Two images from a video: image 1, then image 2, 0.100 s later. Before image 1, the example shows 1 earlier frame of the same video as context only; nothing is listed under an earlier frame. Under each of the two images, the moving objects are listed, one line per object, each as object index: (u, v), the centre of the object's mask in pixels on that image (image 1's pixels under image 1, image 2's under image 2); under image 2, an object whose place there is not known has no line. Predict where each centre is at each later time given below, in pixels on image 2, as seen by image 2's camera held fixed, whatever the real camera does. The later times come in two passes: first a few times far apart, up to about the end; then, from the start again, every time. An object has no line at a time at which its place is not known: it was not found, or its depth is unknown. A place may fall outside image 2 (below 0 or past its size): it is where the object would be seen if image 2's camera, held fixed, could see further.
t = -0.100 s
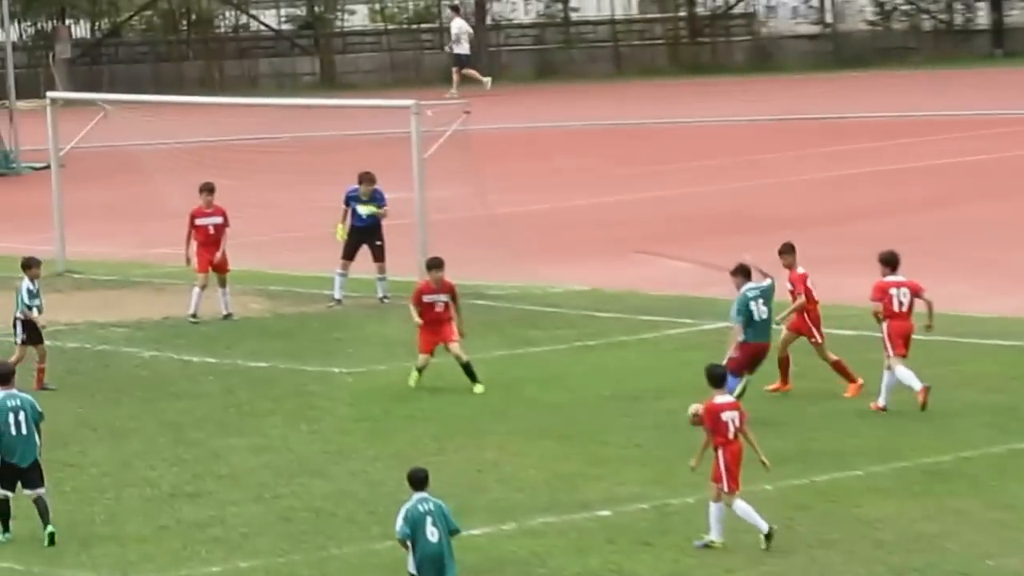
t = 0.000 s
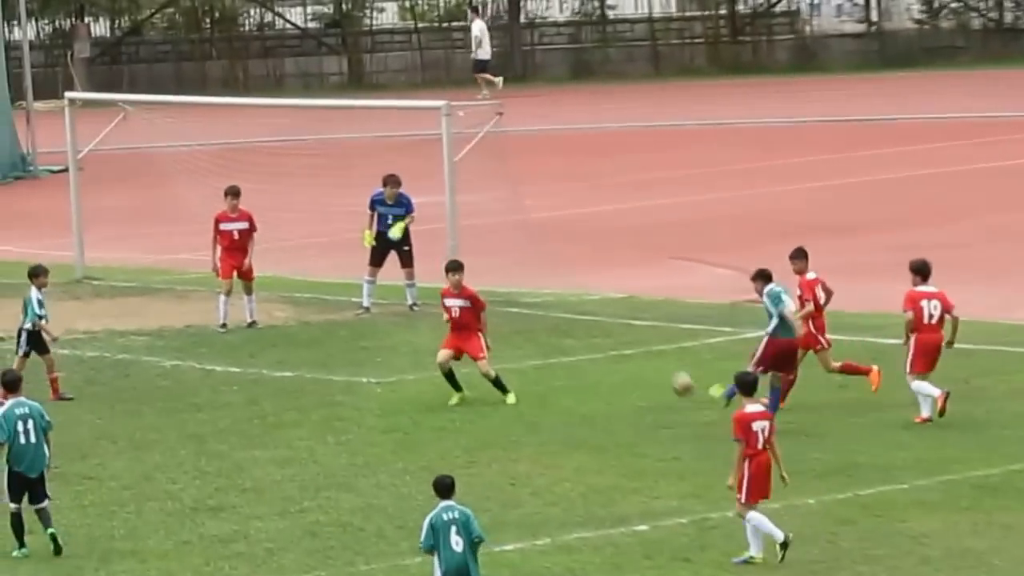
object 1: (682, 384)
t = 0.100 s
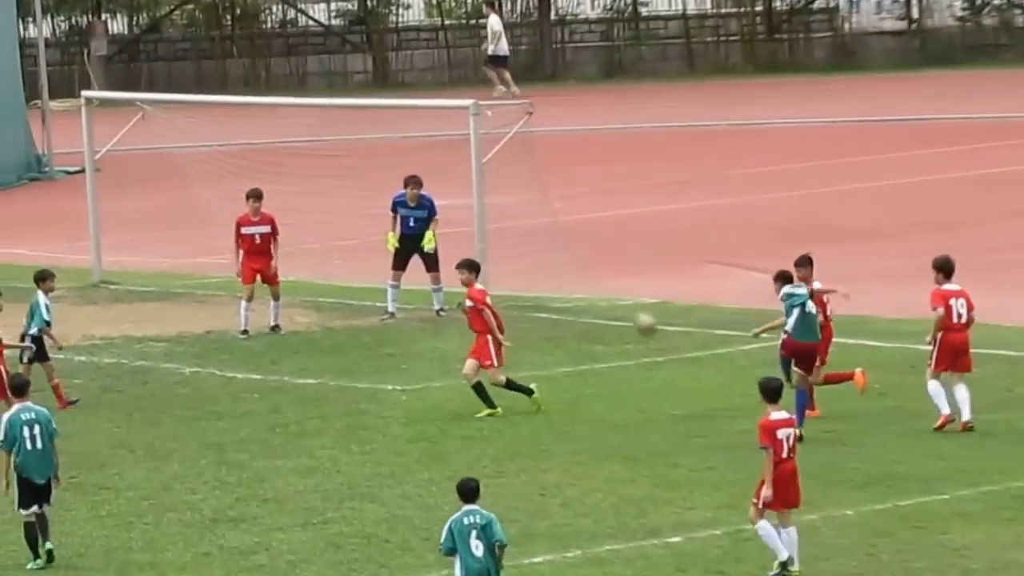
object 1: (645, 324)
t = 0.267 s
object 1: (547, 232)
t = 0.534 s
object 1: (435, 132)
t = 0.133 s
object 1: (623, 306)
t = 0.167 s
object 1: (603, 284)
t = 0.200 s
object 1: (584, 267)
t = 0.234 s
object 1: (565, 249)
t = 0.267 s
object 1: (547, 232)
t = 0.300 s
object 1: (530, 216)
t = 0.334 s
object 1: (513, 201)
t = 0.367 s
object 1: (498, 187)
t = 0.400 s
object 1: (484, 174)
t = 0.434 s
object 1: (471, 163)
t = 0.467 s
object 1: (458, 152)
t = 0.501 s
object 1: (446, 142)
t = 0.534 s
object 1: (435, 132)
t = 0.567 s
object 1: (424, 124)
